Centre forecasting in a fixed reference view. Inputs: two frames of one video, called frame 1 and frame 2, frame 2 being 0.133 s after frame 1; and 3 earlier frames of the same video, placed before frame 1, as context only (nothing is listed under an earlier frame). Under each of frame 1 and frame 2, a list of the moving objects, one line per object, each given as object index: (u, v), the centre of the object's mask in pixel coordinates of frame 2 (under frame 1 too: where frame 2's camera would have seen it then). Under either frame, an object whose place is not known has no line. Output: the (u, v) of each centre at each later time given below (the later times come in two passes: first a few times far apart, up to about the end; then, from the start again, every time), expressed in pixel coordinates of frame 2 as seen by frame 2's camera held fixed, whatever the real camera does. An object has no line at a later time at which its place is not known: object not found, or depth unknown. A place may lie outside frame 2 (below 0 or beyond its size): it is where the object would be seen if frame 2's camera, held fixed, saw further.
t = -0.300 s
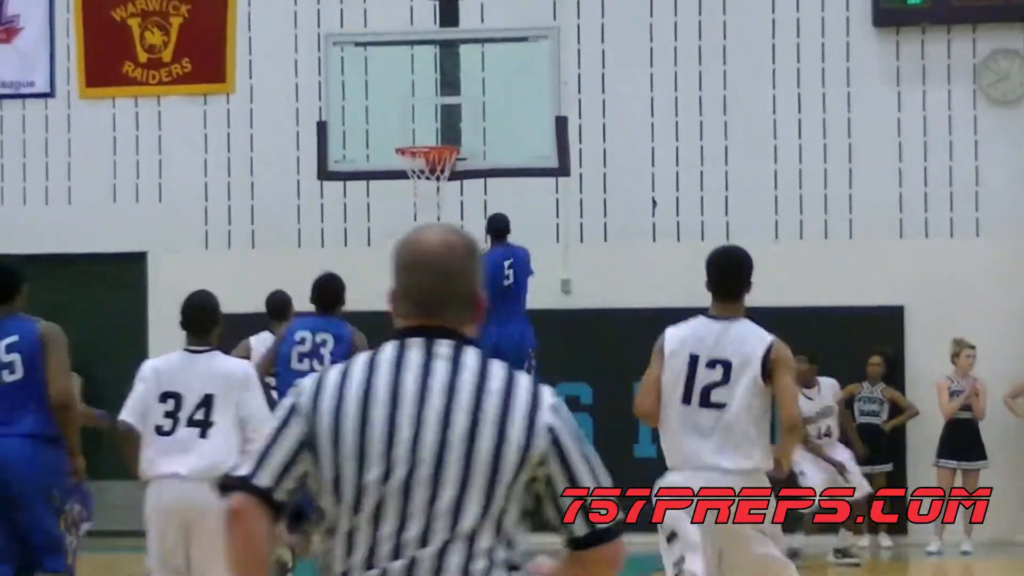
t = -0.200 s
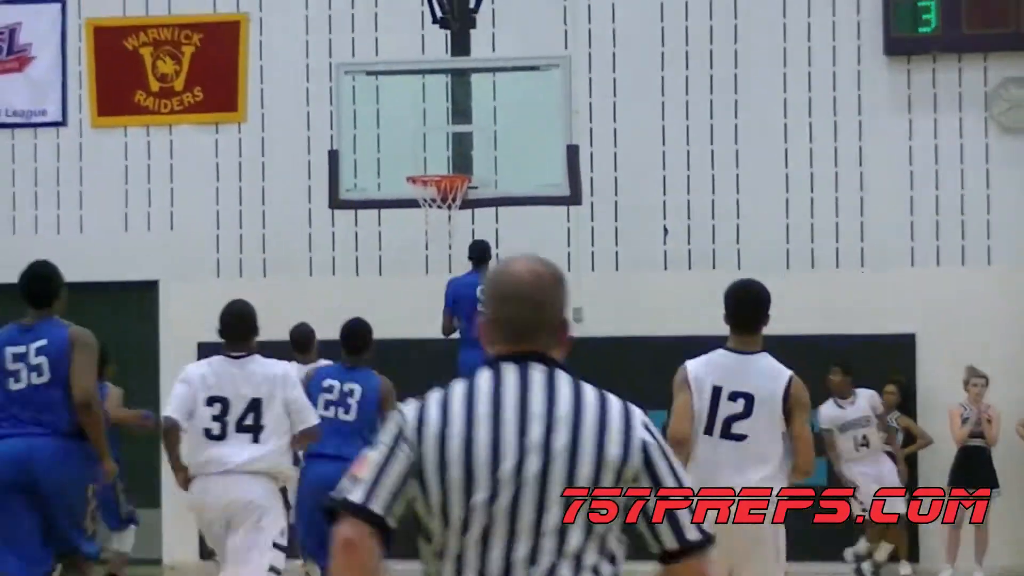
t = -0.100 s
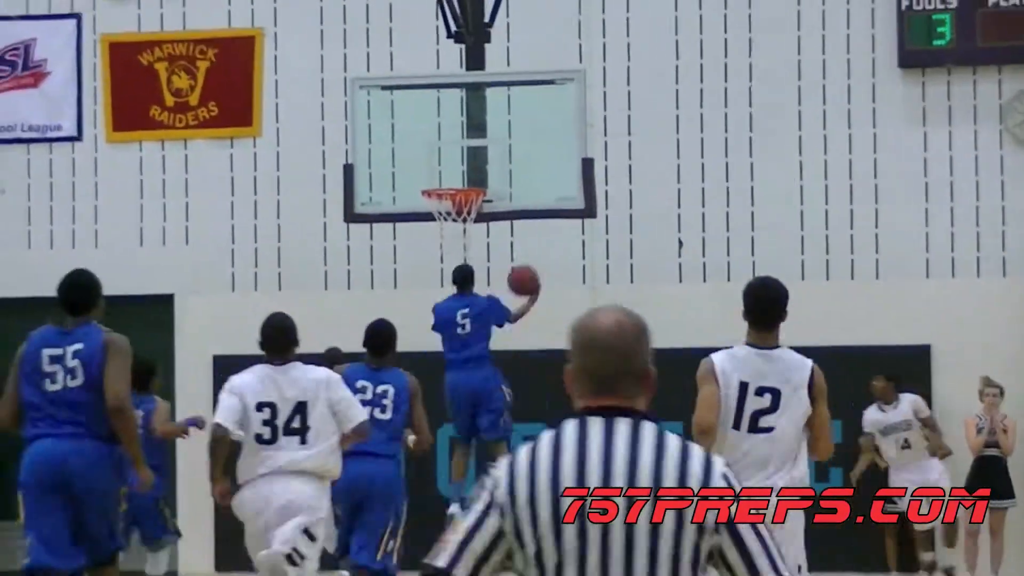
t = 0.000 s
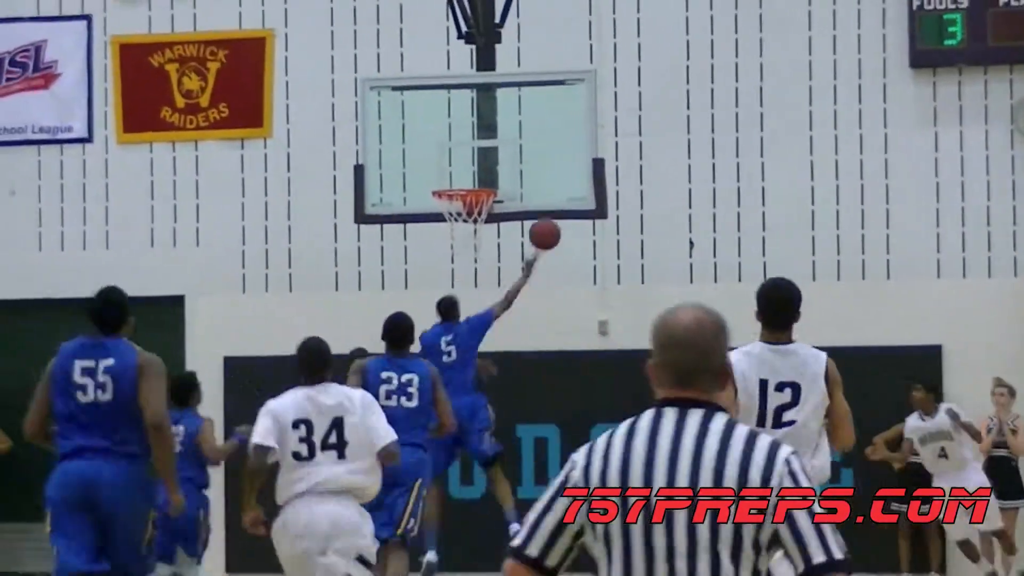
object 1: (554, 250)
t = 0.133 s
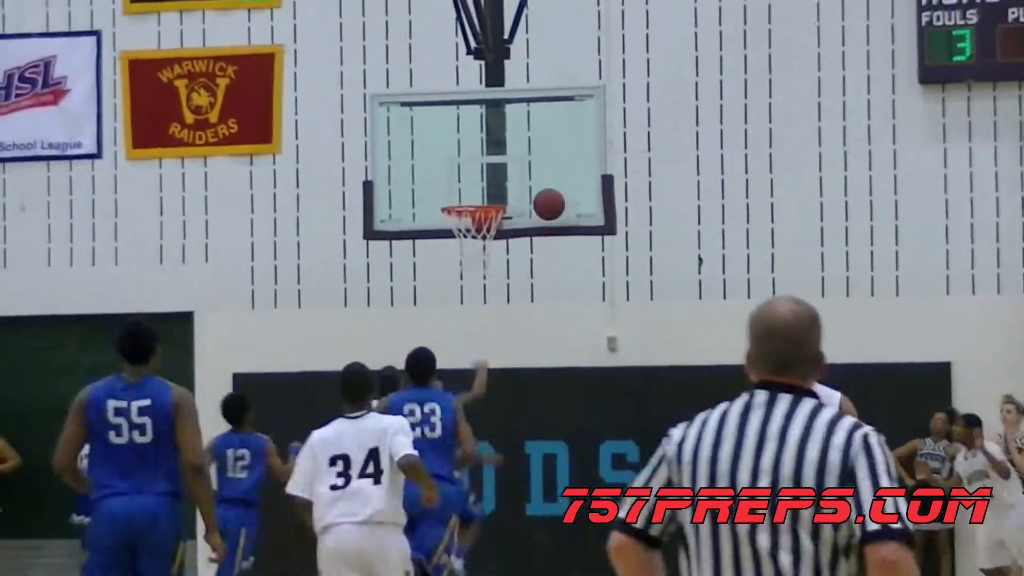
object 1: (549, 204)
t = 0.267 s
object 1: (537, 180)
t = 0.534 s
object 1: (490, 190)
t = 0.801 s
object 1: (479, 199)
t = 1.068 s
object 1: (469, 300)
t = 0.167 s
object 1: (548, 196)
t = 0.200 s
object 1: (547, 190)
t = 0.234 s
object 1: (543, 185)
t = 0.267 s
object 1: (537, 180)
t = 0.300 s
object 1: (531, 177)
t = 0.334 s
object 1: (524, 175)
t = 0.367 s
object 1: (519, 174)
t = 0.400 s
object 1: (512, 176)
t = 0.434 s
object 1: (506, 179)
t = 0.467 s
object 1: (500, 183)
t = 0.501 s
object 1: (493, 188)
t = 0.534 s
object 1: (490, 190)
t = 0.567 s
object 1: (489, 189)
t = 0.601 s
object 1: (489, 189)
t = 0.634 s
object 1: (487, 189)
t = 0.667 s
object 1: (487, 191)
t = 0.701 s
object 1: (486, 193)
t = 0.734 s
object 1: (483, 195)
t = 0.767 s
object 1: (481, 197)
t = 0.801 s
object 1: (479, 199)
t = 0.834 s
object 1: (477, 202)
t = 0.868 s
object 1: (473, 226)
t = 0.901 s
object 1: (475, 233)
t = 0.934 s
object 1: (475, 245)
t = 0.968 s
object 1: (472, 255)
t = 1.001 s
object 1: (472, 269)
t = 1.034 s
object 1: (470, 284)
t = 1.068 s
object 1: (469, 300)
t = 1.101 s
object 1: (468, 317)
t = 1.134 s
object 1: (467, 336)
